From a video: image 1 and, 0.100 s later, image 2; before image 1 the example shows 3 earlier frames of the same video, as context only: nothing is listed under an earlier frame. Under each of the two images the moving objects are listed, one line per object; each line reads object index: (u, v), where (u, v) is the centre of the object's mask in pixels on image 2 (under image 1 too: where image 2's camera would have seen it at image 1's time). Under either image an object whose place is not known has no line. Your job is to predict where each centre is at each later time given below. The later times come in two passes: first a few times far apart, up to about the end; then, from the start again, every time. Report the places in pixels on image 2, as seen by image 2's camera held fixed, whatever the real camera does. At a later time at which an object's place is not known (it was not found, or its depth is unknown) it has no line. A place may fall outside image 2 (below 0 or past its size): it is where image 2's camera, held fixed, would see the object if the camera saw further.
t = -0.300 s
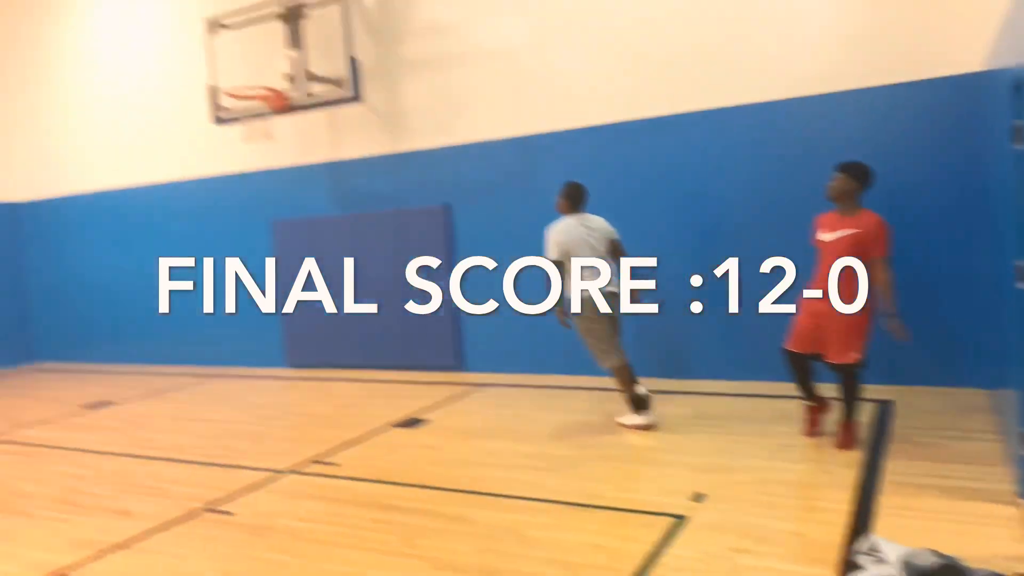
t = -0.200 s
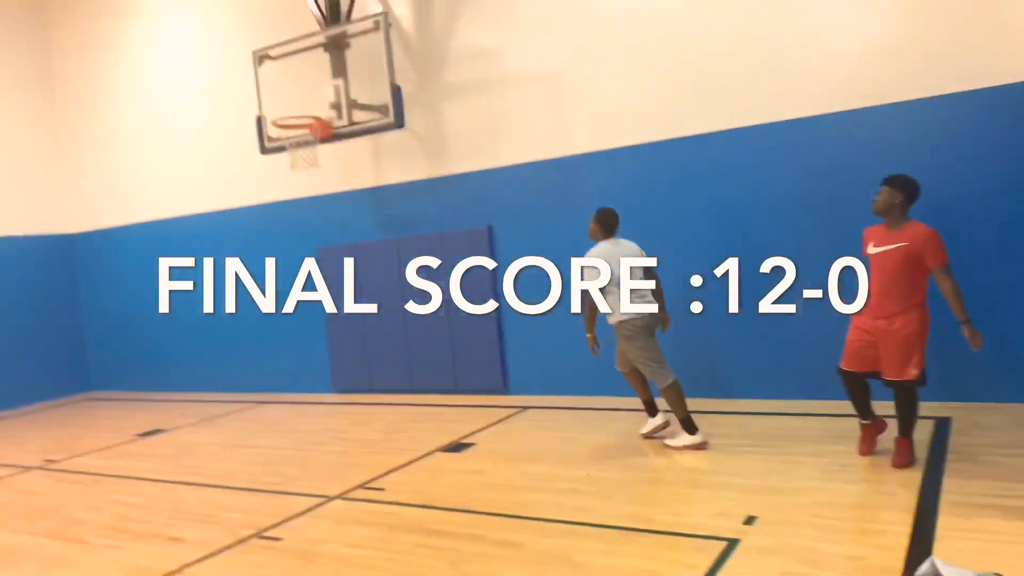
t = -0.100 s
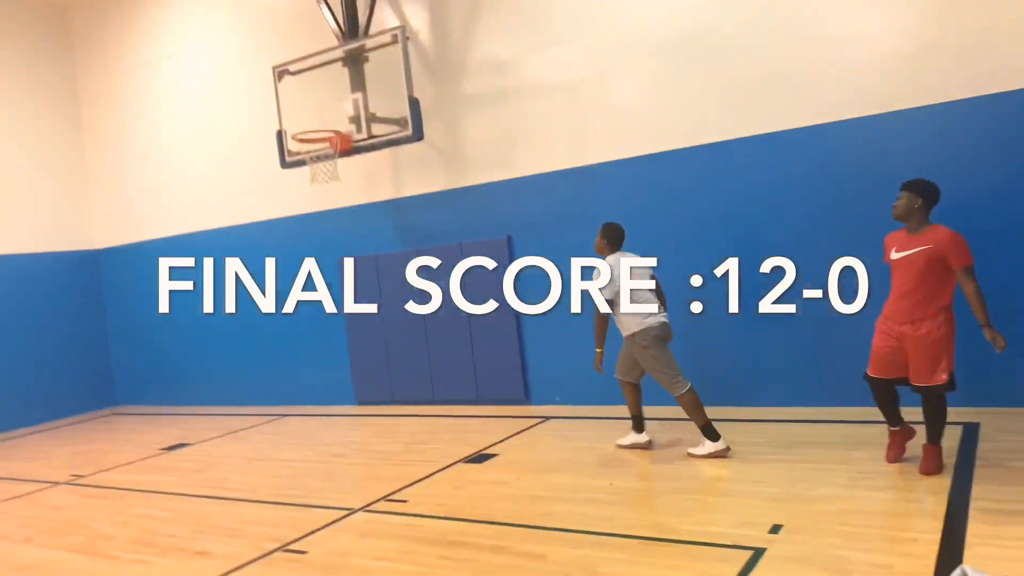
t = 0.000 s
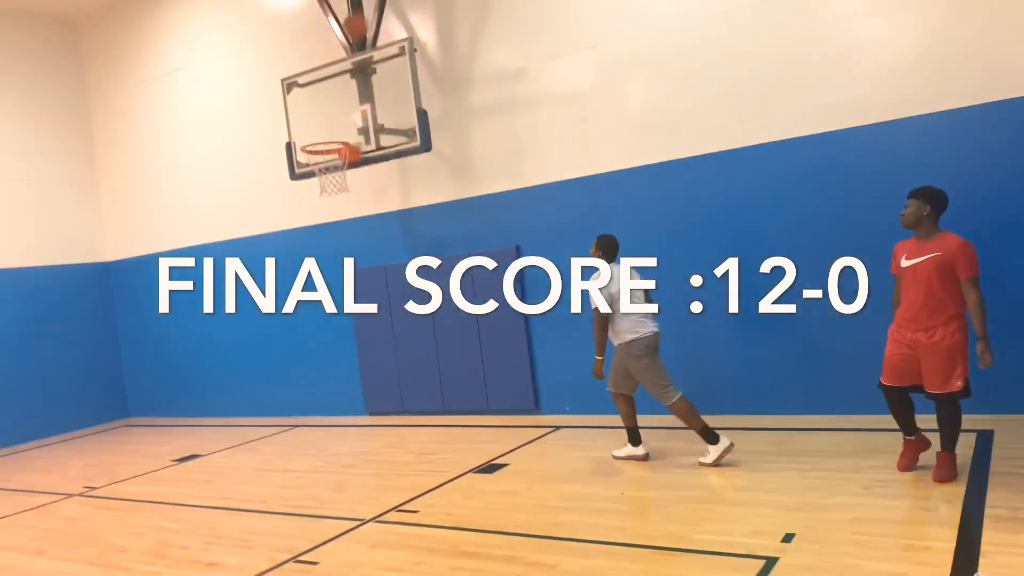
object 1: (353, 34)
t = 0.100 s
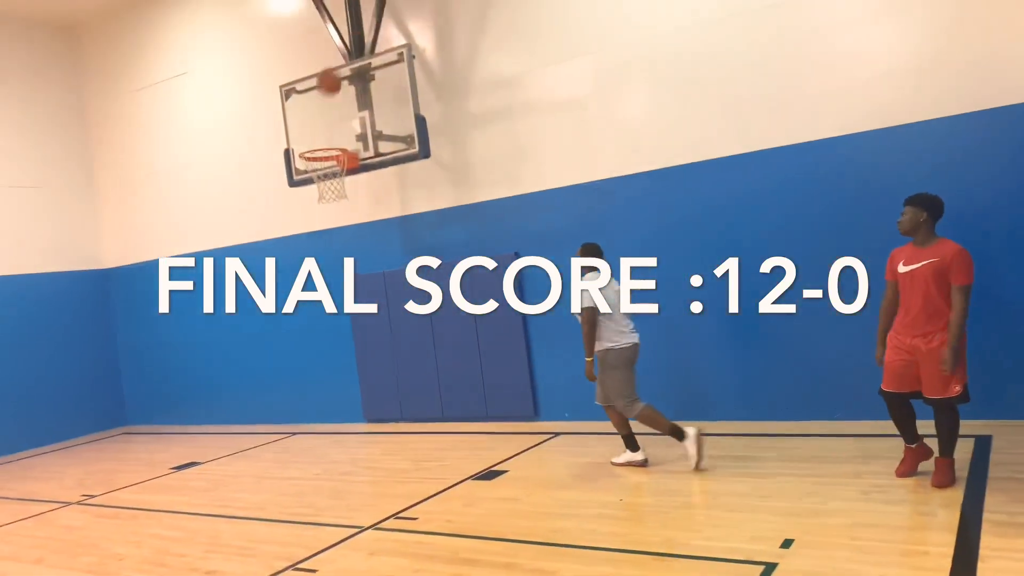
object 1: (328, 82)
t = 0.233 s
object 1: (309, 146)
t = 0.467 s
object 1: (323, 132)
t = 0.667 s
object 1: (297, 153)
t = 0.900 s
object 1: (269, 240)
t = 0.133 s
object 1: (322, 101)
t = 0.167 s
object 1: (315, 118)
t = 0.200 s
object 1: (308, 136)
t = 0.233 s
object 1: (309, 146)
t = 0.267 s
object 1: (318, 141)
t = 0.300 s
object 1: (326, 138)
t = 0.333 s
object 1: (335, 137)
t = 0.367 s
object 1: (337, 135)
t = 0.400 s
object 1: (332, 133)
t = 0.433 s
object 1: (327, 132)
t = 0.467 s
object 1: (323, 132)
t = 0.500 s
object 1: (318, 132)
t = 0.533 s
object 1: (314, 134)
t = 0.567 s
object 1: (309, 137)
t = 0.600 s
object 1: (305, 141)
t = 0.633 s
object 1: (301, 147)
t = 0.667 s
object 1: (297, 153)
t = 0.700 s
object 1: (293, 162)
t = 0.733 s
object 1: (289, 170)
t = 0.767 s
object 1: (284, 182)
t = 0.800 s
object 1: (280, 194)
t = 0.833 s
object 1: (276, 207)
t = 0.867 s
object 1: (272, 222)
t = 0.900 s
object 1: (269, 240)
